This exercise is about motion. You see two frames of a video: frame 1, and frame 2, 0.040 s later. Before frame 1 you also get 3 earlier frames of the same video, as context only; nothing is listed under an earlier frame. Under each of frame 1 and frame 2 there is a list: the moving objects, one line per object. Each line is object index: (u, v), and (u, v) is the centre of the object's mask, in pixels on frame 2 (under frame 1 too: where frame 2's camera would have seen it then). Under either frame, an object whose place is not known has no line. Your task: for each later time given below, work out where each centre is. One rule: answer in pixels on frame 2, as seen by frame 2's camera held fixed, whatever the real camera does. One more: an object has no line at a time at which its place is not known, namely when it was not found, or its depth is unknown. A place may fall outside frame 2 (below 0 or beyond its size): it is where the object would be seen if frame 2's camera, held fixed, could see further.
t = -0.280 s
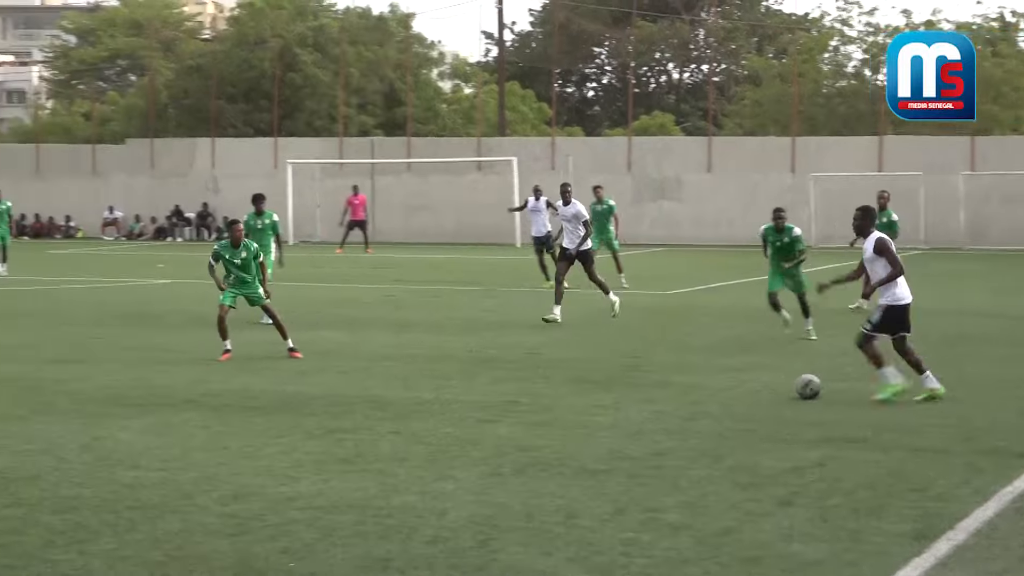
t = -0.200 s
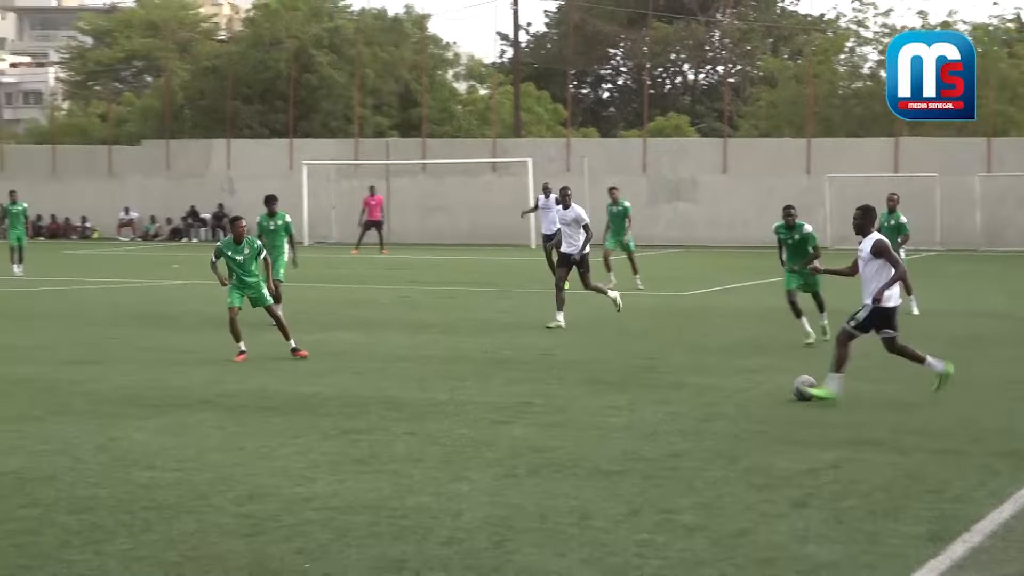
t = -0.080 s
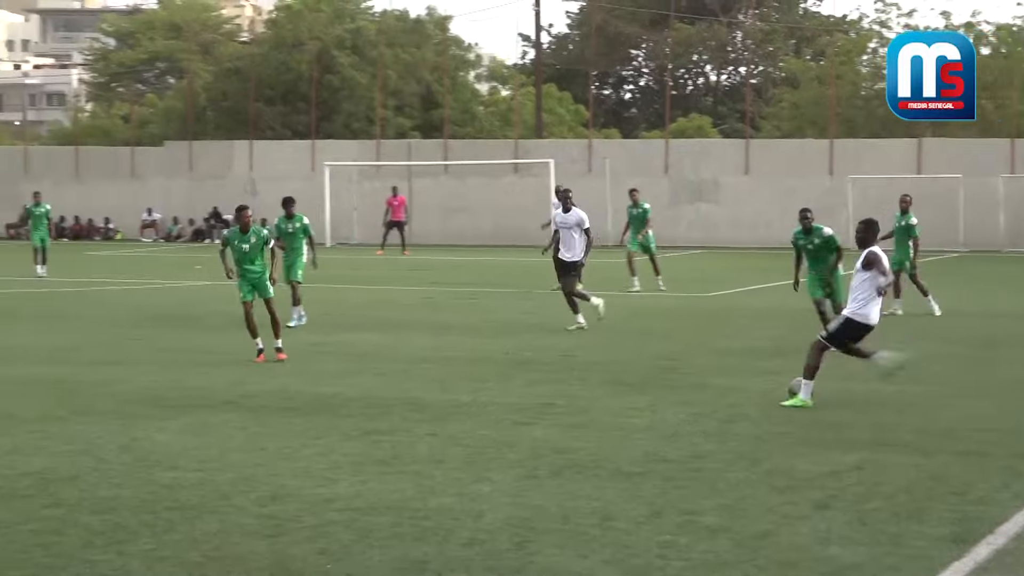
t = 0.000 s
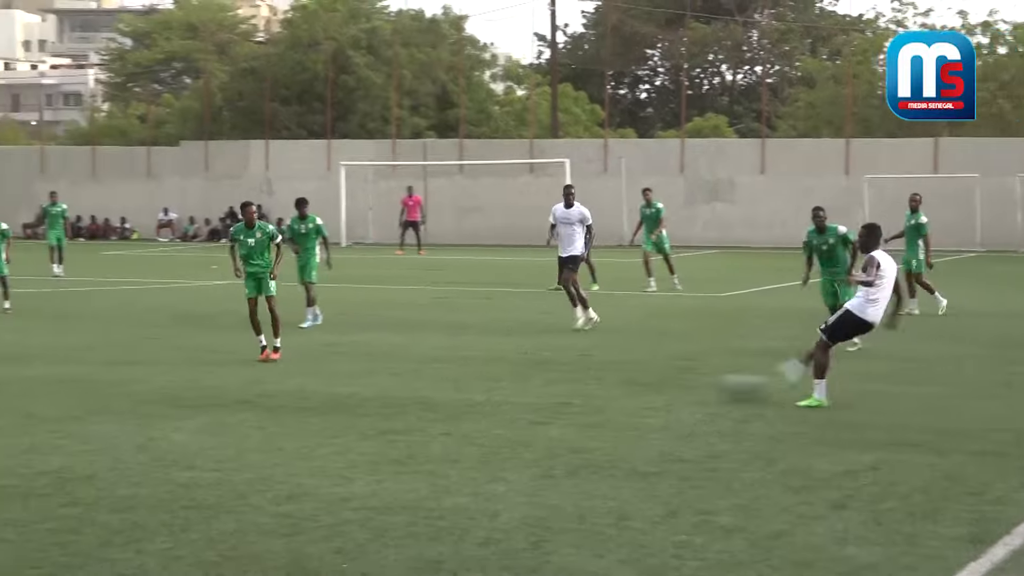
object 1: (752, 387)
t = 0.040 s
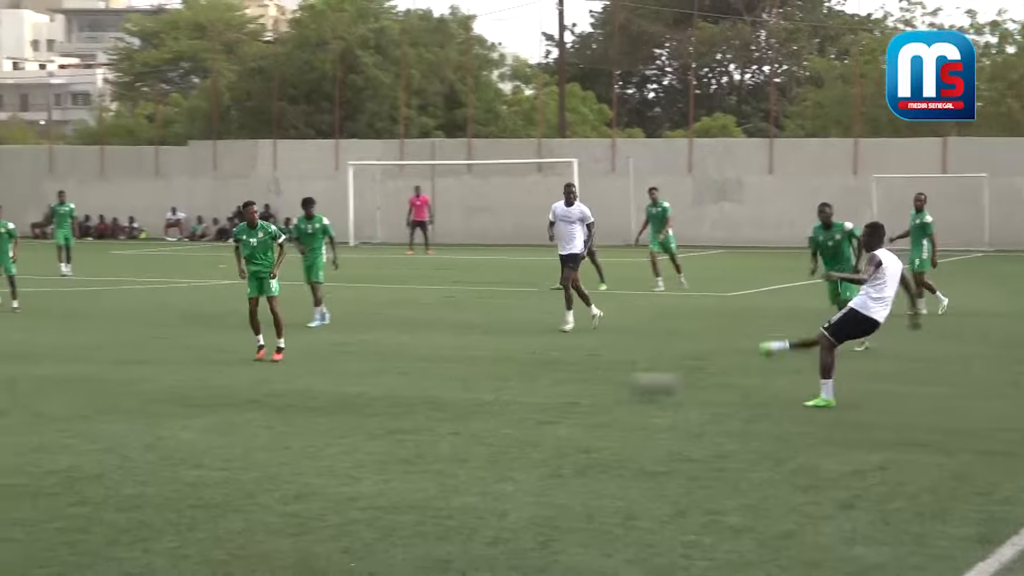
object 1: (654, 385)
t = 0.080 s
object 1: (558, 388)
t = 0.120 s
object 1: (465, 389)
